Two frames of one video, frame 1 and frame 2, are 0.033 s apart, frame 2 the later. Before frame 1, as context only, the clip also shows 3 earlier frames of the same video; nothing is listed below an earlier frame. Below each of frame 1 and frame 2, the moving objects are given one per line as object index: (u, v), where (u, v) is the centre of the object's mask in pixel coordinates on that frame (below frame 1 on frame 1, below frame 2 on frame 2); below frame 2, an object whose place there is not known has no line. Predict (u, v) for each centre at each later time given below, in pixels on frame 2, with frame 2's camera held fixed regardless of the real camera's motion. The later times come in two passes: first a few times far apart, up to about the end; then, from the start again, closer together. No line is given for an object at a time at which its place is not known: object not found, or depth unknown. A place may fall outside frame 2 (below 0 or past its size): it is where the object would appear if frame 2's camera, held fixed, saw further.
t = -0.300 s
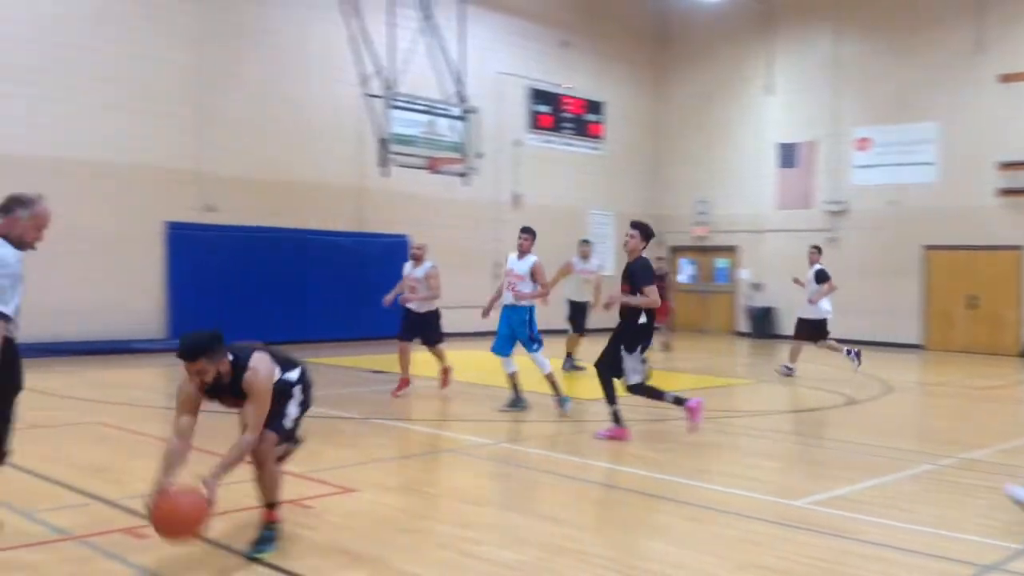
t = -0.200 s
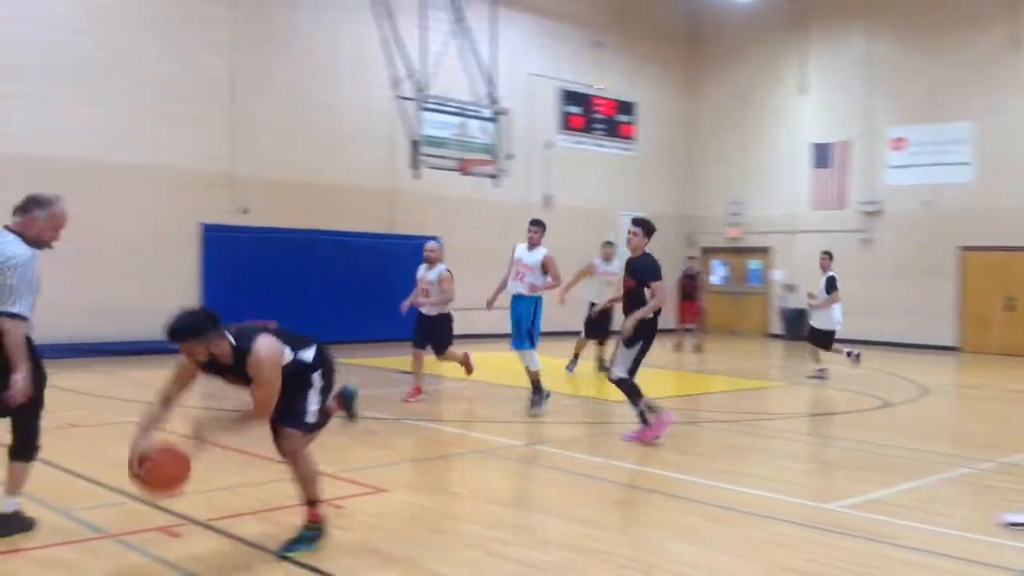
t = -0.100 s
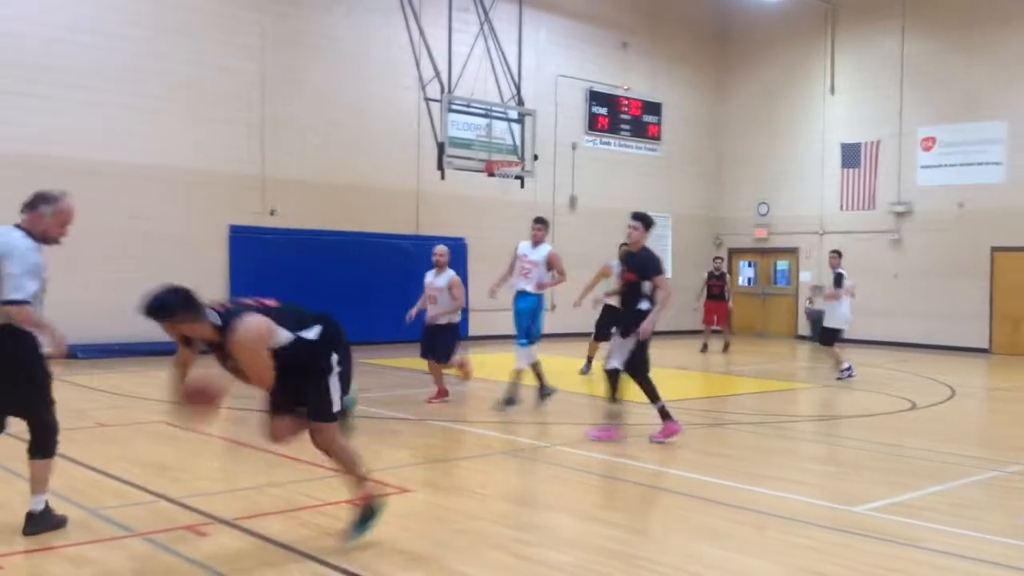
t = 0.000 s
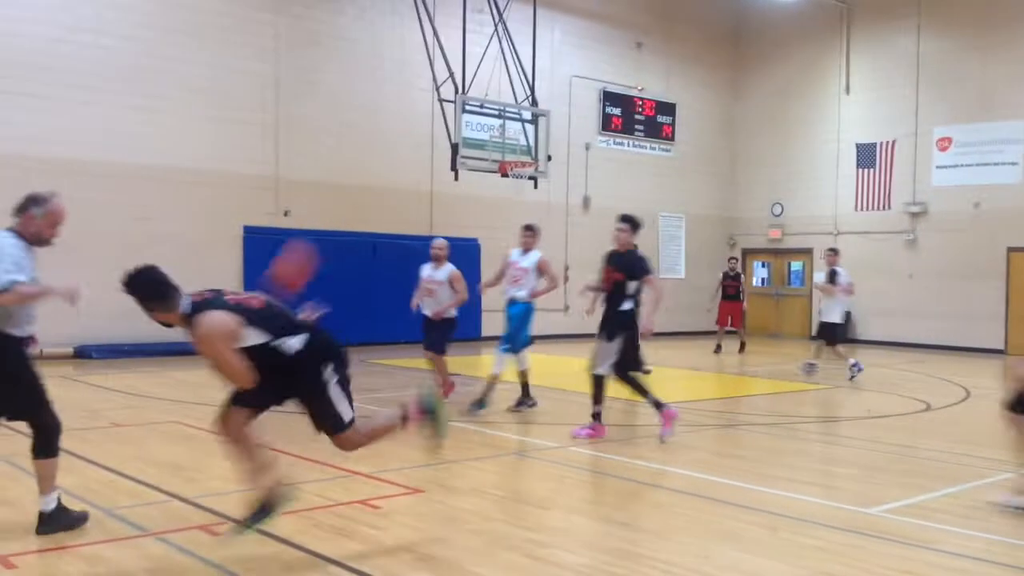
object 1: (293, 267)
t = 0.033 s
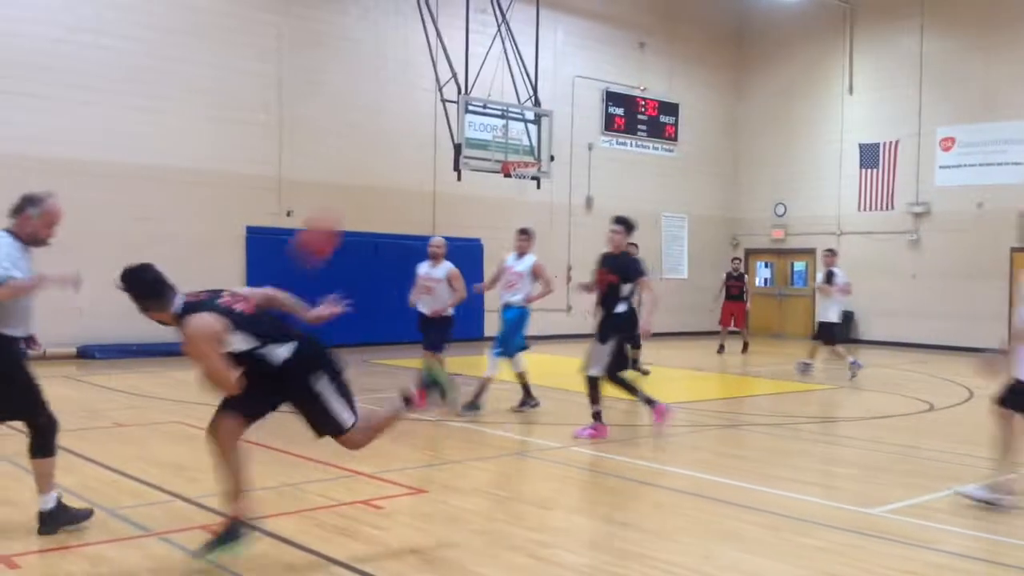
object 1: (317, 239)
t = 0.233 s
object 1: (425, 105)
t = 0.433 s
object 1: (503, 56)
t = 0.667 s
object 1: (564, 67)
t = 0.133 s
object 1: (378, 157)
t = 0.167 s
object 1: (396, 138)
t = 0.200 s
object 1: (412, 120)
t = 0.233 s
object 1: (425, 105)
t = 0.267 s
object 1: (442, 91)
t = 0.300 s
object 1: (456, 80)
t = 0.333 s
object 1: (469, 72)
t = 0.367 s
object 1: (482, 64)
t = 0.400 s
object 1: (492, 60)
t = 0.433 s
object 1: (503, 56)
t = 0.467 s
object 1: (514, 54)
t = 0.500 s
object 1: (523, 53)
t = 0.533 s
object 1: (532, 54)
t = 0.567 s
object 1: (542, 55)
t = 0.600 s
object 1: (550, 59)
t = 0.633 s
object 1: (557, 62)
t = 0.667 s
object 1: (564, 67)
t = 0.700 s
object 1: (571, 73)
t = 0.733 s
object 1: (578, 80)
